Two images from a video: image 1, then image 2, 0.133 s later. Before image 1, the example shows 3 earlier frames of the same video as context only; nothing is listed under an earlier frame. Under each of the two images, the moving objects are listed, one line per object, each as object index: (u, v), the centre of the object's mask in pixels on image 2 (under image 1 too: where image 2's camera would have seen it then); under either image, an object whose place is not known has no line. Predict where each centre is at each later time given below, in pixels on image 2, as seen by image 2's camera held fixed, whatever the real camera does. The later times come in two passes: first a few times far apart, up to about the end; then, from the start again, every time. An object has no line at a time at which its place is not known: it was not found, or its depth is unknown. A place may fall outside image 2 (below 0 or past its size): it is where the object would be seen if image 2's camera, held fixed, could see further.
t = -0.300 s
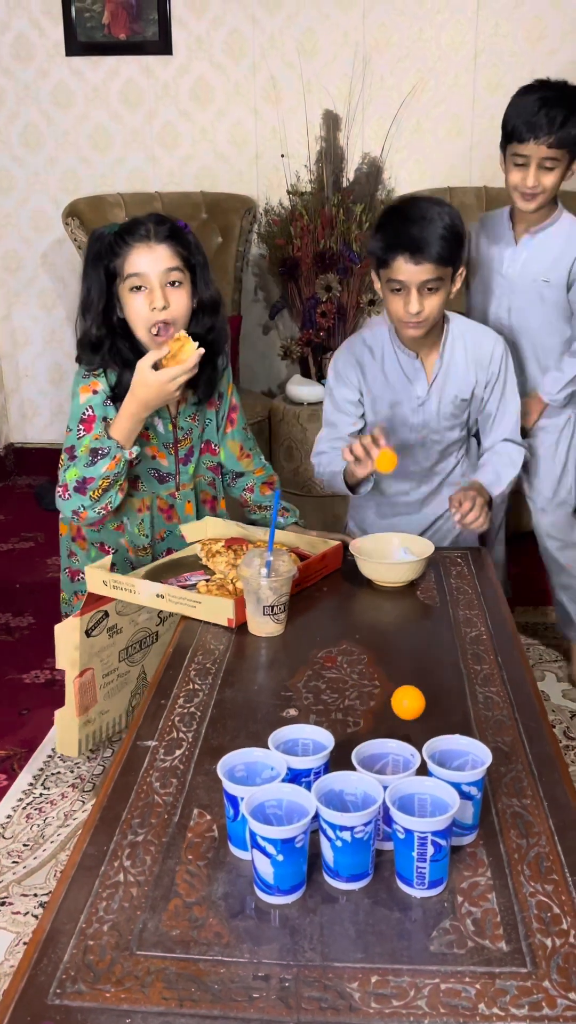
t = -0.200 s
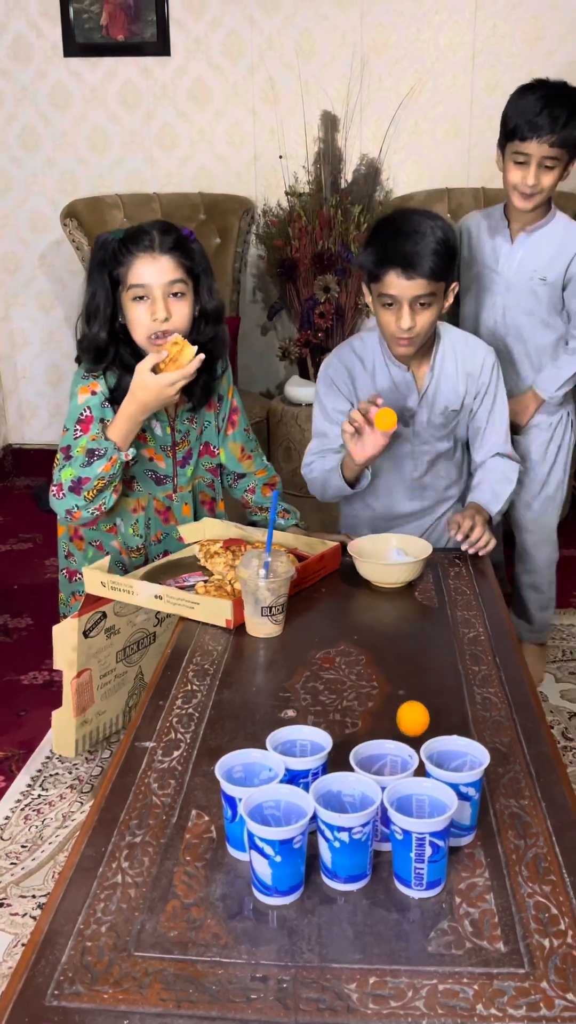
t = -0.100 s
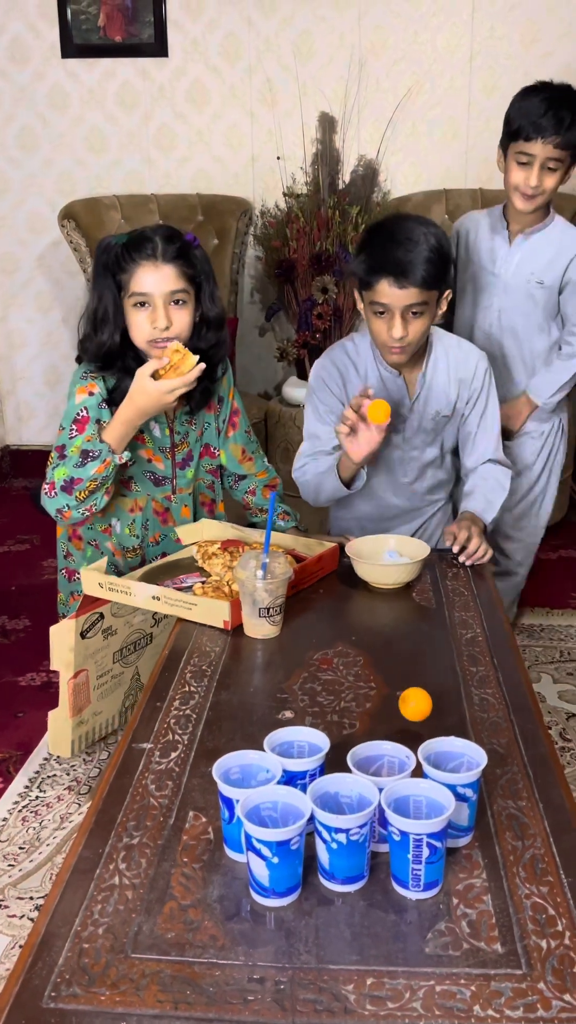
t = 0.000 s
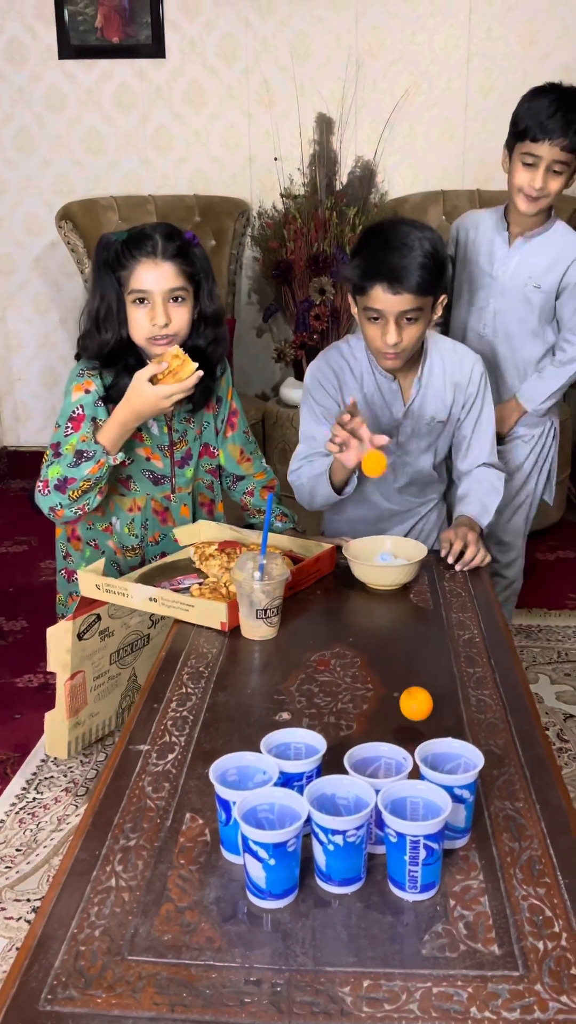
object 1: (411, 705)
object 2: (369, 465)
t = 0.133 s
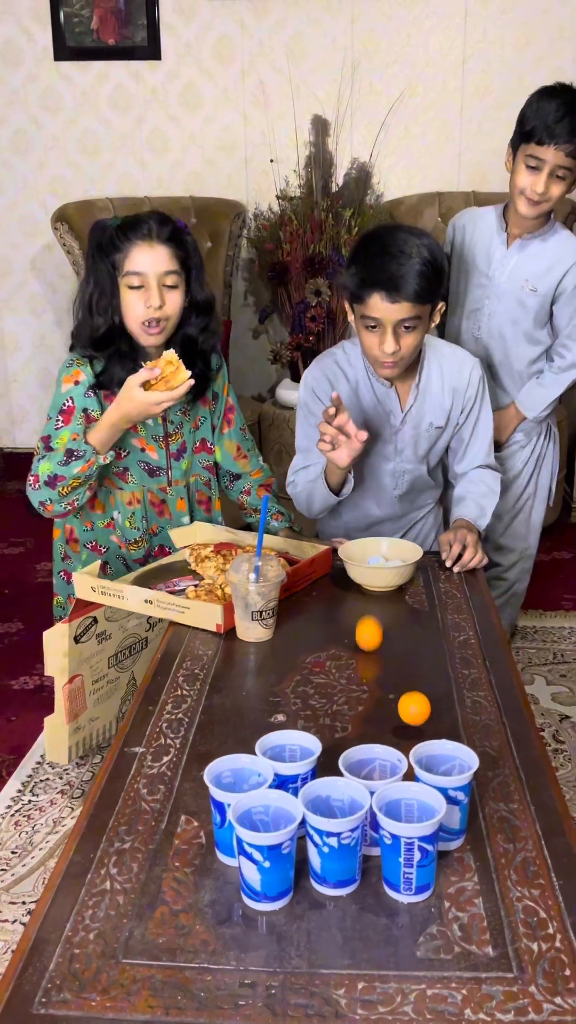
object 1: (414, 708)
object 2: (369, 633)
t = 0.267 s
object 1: (416, 709)
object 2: (368, 524)
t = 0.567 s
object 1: (411, 689)
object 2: (364, 693)
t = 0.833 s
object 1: (400, 678)
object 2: (359, 615)
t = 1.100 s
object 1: (389, 679)
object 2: (367, 767)
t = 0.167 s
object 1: (415, 699)
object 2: (369, 605)
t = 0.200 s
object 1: (415, 698)
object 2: (368, 573)
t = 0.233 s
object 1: (416, 705)
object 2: (368, 544)
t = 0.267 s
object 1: (416, 709)
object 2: (368, 524)
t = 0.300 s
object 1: (416, 697)
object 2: (368, 511)
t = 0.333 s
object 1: (416, 693)
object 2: (368, 506)
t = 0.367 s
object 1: (416, 697)
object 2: (367, 508)
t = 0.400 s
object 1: (415, 706)
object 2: (367, 518)
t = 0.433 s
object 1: (415, 694)
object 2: (366, 537)
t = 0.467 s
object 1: (414, 689)
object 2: (366, 563)
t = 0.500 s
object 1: (413, 692)
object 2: (365, 600)
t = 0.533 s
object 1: (412, 700)
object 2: (364, 642)
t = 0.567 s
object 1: (411, 689)
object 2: (364, 693)
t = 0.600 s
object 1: (409, 685)
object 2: (363, 710)
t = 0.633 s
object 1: (408, 688)
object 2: (363, 674)
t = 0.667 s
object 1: (407, 692)
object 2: (362, 643)
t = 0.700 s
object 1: (406, 683)
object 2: (361, 620)
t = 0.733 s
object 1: (404, 681)
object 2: (361, 605)
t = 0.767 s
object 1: (403, 686)
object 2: (360, 600)
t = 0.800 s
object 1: (401, 683)
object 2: (360, 603)
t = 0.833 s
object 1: (400, 678)
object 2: (359, 615)
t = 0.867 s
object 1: (398, 680)
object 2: (359, 637)
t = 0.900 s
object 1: (397, 684)
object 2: (358, 669)
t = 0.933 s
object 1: (395, 676)
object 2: (357, 710)
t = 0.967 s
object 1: (393, 675)
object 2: (361, 752)
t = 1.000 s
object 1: (391, 682)
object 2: (375, 772)
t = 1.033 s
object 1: (390, 675)
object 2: (377, 767)
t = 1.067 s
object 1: (390, 674)
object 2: (374, 765)
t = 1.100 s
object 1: (389, 679)
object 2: (367, 767)
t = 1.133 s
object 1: (388, 675)
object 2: (363, 768)
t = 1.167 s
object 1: (387, 674)
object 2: (363, 771)
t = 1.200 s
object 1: (386, 679)
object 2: (366, 772)
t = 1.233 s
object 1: (384, 675)
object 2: (369, 773)
